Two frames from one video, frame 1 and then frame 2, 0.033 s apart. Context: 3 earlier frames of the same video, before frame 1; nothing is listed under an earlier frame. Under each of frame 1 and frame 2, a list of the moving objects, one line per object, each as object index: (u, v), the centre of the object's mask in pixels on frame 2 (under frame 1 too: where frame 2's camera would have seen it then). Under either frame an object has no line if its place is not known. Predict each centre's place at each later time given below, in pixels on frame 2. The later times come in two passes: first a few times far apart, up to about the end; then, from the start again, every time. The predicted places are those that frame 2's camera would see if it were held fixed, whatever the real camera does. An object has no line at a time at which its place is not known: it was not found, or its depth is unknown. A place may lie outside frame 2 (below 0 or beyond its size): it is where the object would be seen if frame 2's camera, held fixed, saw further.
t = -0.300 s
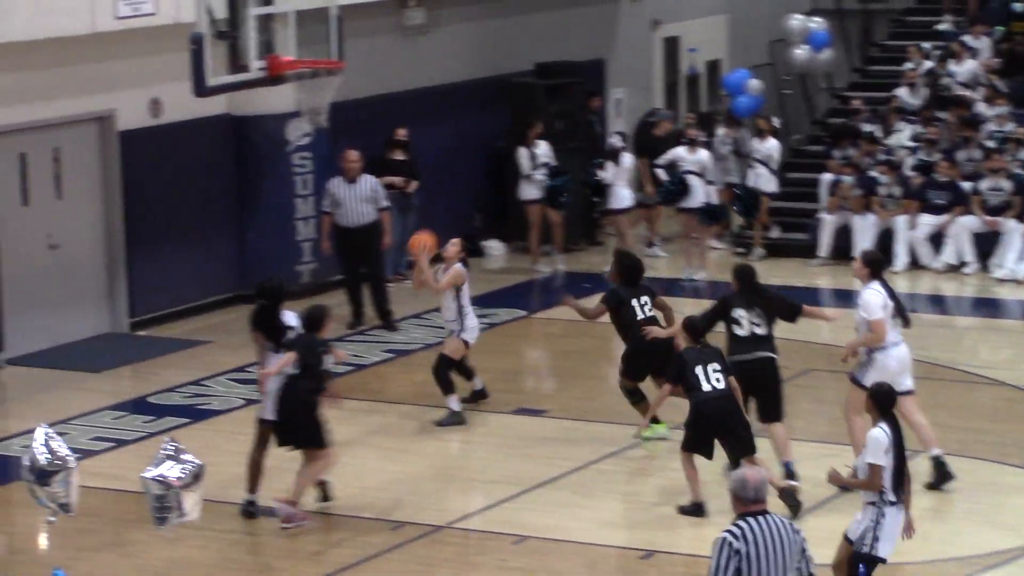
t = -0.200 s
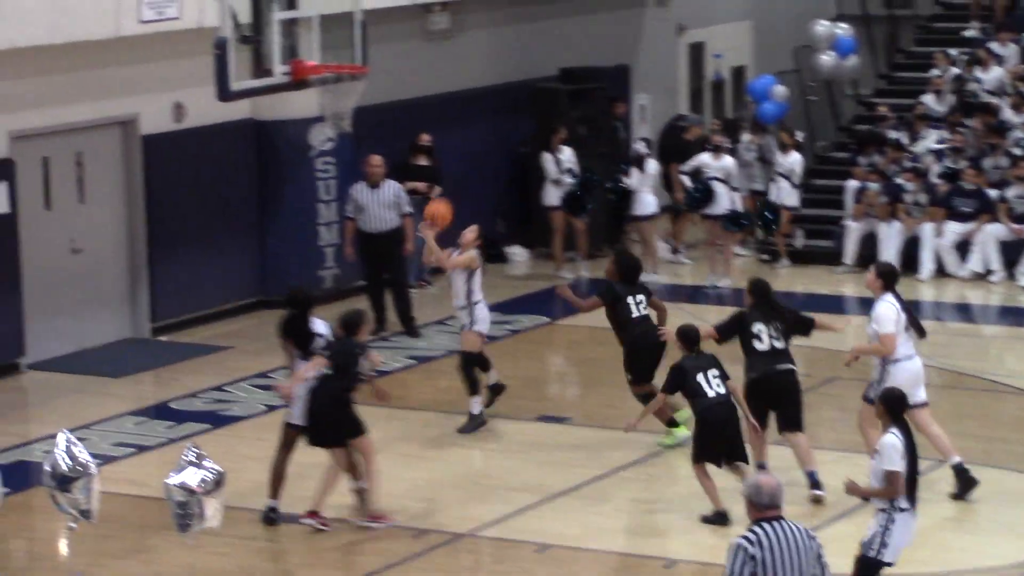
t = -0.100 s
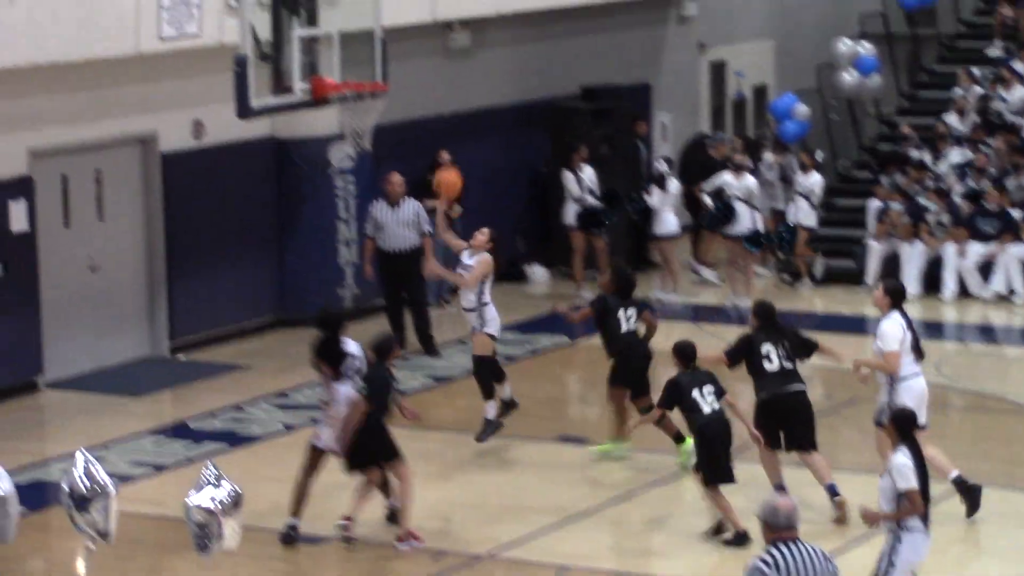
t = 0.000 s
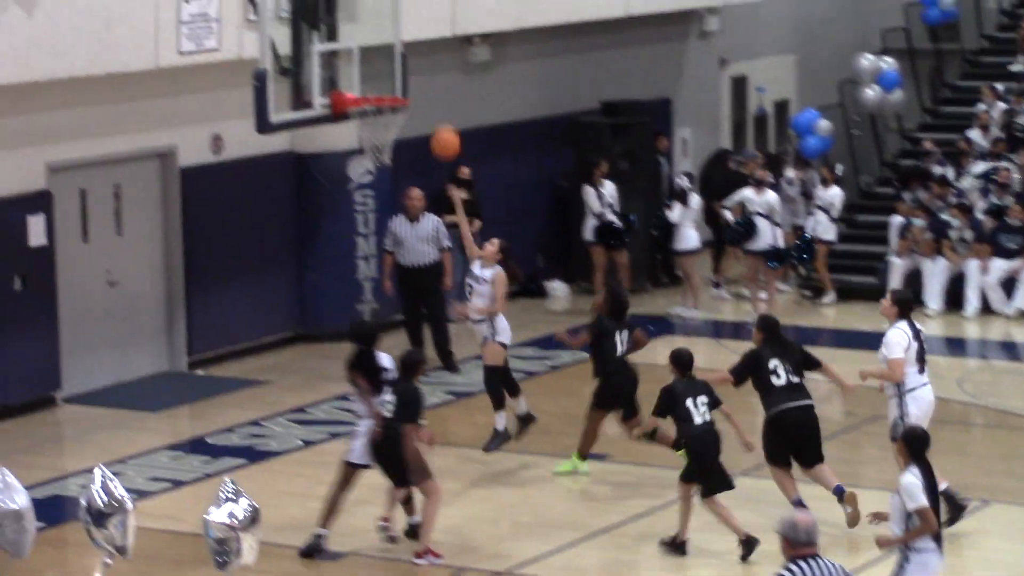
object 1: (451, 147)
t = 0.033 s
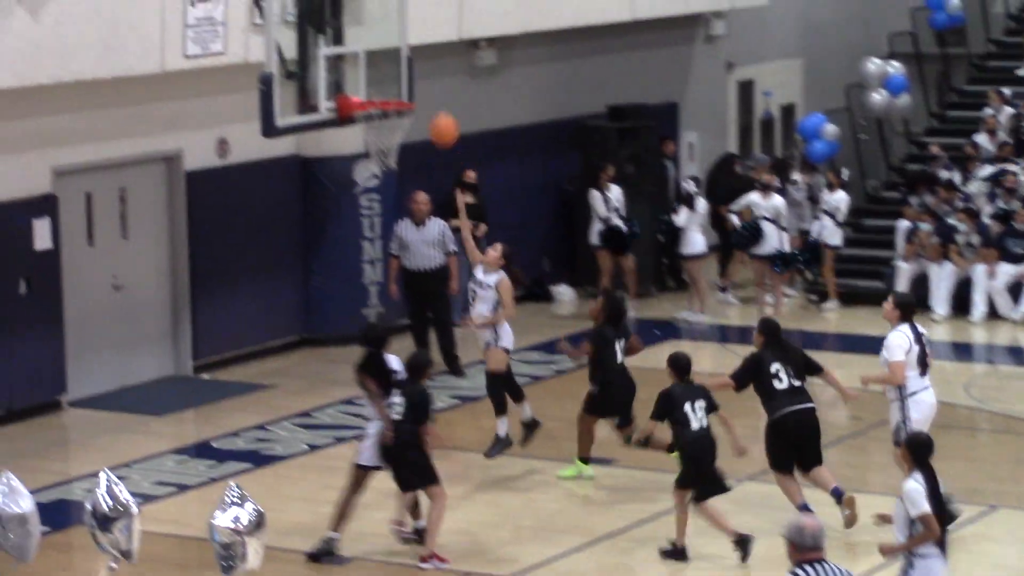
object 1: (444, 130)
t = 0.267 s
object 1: (390, 53)
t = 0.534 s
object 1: (389, 79)
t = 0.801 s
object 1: (393, 175)
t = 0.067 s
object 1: (436, 114)
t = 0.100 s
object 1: (428, 100)
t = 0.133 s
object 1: (421, 88)
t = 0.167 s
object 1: (413, 77)
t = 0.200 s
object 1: (405, 67)
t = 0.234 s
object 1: (398, 60)
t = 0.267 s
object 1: (390, 53)
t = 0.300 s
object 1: (388, 51)
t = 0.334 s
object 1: (387, 51)
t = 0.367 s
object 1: (388, 52)
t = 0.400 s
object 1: (388, 54)
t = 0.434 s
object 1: (388, 59)
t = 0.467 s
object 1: (388, 63)
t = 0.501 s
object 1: (388, 70)
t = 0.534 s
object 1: (389, 79)
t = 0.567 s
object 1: (389, 88)
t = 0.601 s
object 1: (390, 100)
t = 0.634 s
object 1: (391, 113)
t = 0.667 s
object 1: (392, 127)
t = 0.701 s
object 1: (393, 143)
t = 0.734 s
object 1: (392, 155)
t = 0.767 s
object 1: (393, 164)
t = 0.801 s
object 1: (393, 175)
